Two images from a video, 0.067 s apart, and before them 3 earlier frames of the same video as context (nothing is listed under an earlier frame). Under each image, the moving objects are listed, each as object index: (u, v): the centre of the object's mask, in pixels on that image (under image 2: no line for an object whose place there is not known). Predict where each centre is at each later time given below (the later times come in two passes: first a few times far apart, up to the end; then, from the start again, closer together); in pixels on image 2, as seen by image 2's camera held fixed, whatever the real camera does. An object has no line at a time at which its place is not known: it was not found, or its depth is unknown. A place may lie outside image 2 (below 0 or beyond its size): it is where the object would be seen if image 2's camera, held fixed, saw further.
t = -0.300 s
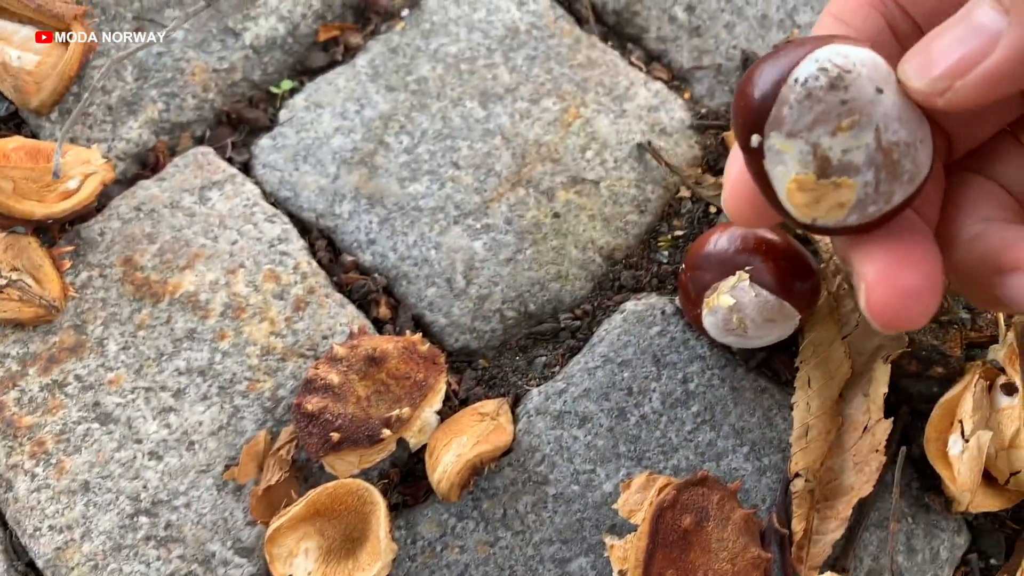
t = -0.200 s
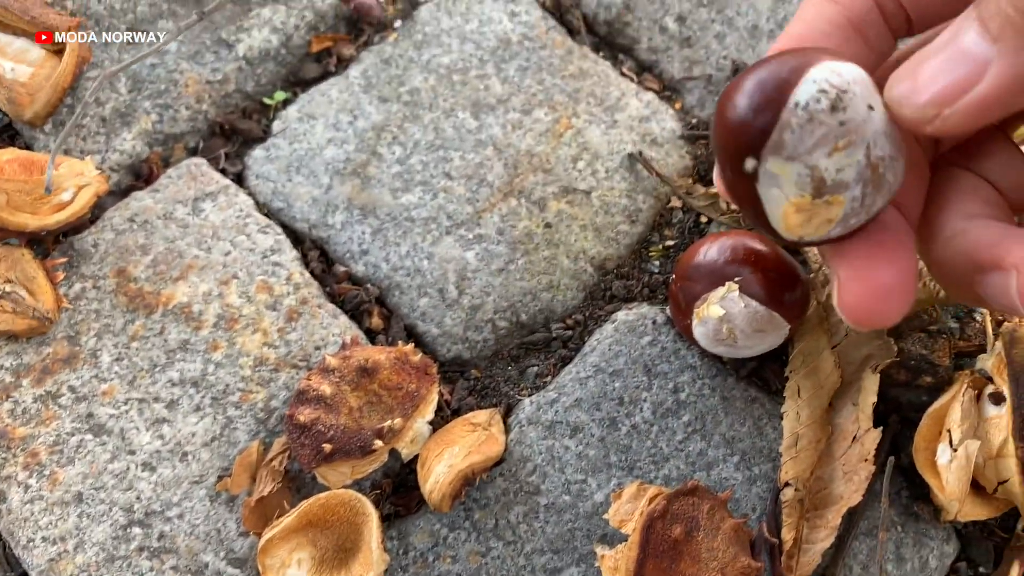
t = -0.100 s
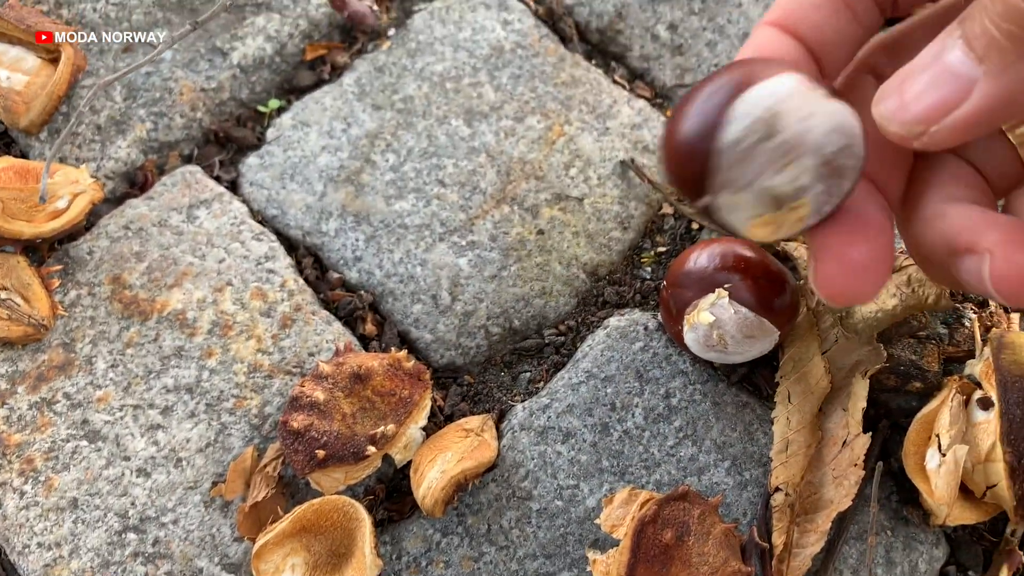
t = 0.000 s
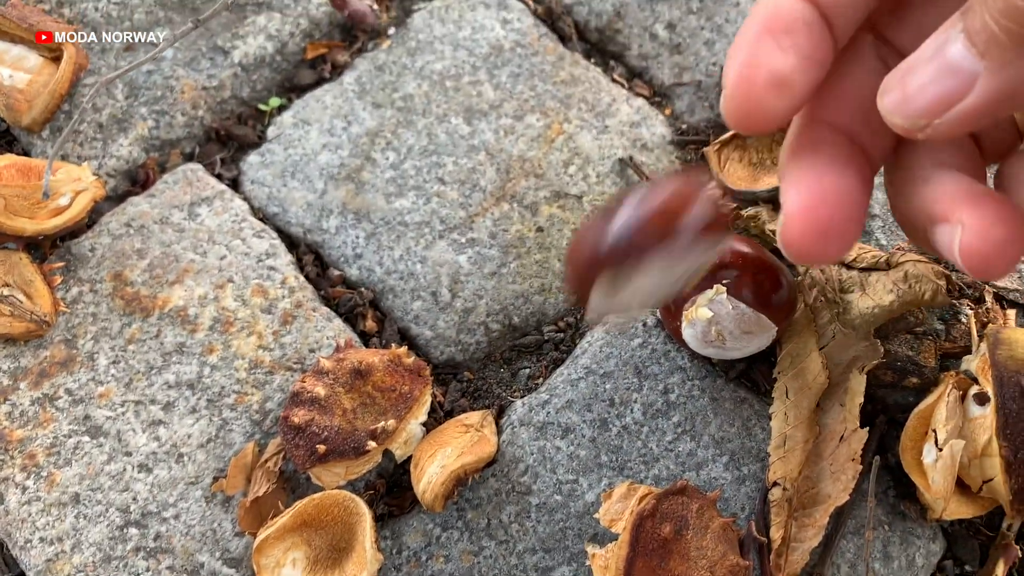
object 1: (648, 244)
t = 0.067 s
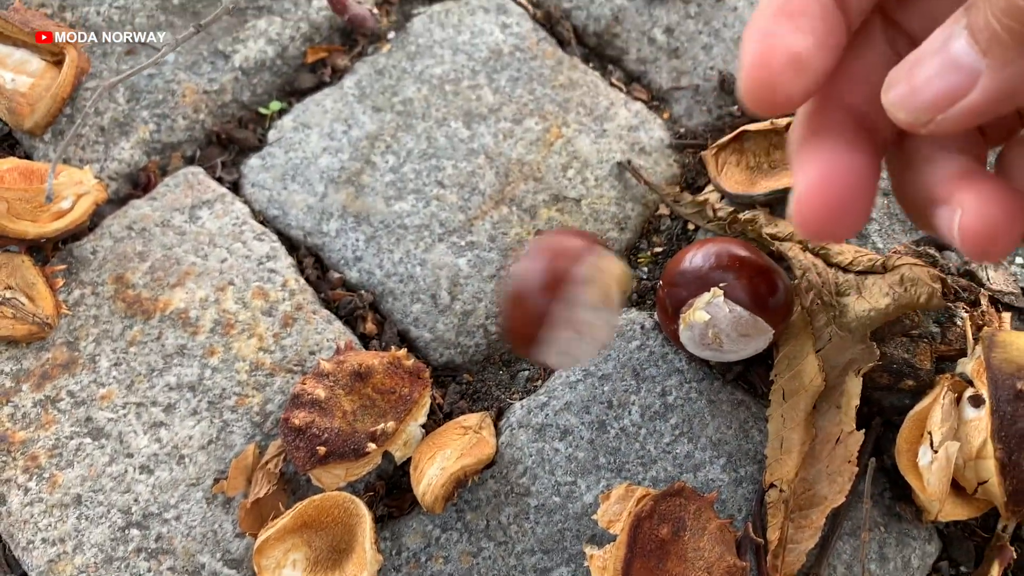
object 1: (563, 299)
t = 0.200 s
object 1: (478, 344)
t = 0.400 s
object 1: (610, 346)
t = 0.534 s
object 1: (588, 336)
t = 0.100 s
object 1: (519, 295)
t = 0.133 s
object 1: (478, 313)
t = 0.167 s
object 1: (451, 344)
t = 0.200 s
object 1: (478, 344)
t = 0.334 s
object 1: (593, 344)
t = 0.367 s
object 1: (608, 347)
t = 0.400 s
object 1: (610, 346)
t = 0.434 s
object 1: (605, 347)
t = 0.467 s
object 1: (594, 343)
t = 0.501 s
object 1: (587, 334)
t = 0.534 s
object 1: (588, 336)
